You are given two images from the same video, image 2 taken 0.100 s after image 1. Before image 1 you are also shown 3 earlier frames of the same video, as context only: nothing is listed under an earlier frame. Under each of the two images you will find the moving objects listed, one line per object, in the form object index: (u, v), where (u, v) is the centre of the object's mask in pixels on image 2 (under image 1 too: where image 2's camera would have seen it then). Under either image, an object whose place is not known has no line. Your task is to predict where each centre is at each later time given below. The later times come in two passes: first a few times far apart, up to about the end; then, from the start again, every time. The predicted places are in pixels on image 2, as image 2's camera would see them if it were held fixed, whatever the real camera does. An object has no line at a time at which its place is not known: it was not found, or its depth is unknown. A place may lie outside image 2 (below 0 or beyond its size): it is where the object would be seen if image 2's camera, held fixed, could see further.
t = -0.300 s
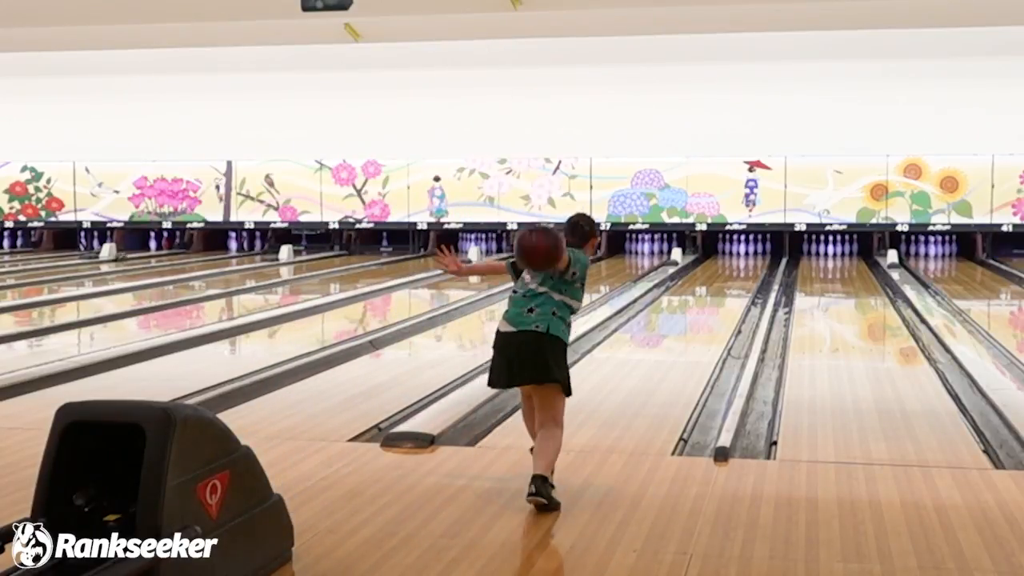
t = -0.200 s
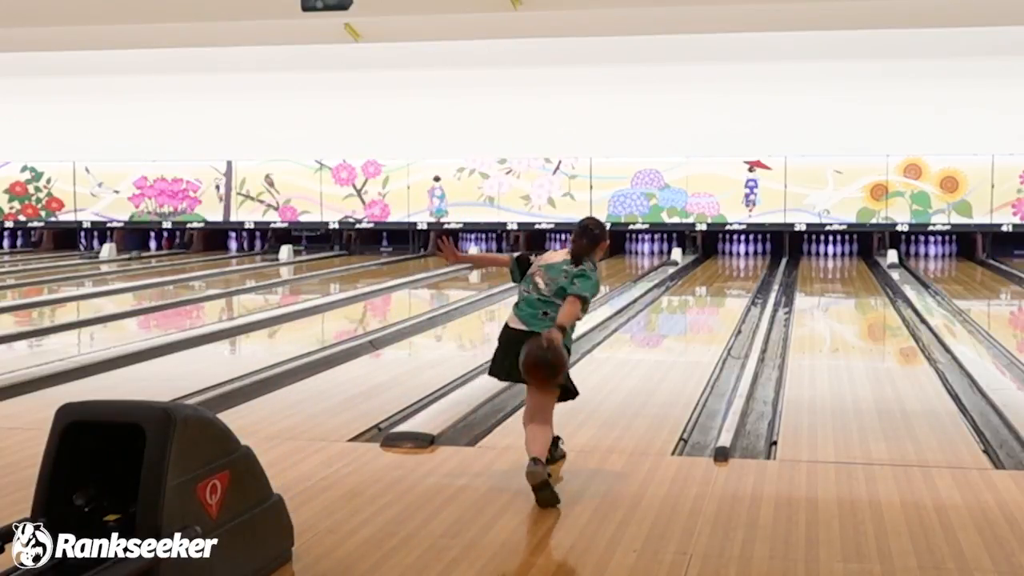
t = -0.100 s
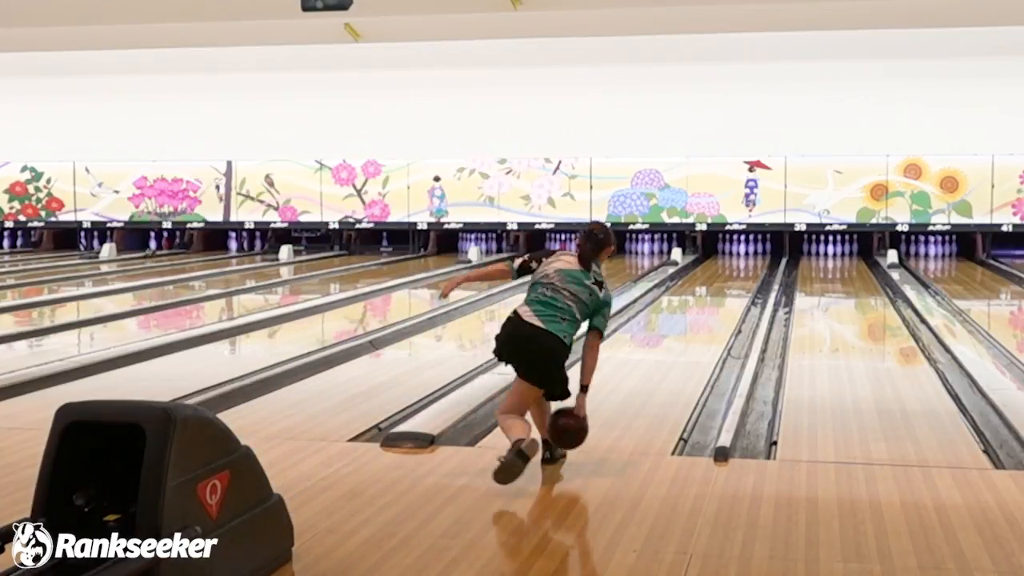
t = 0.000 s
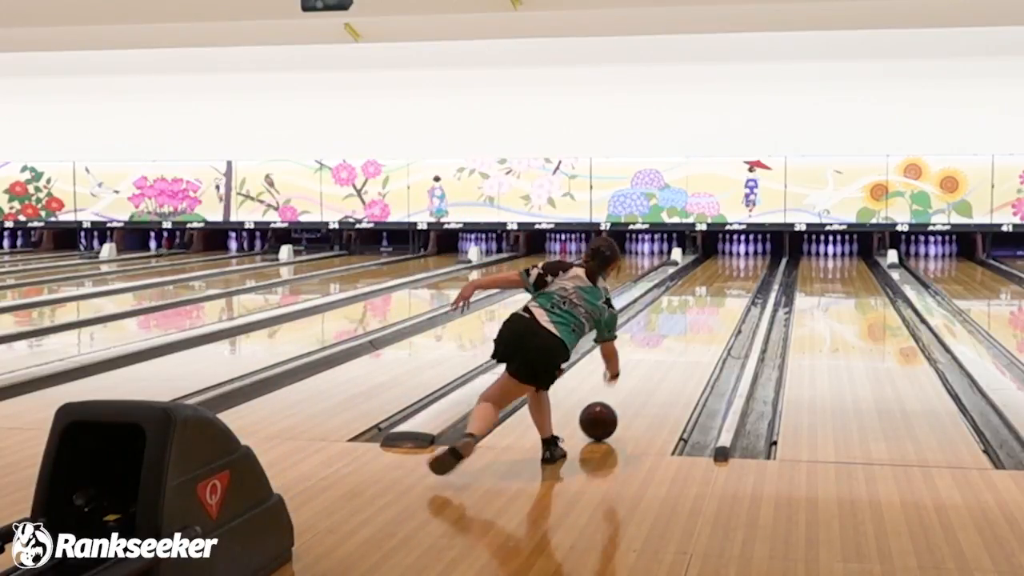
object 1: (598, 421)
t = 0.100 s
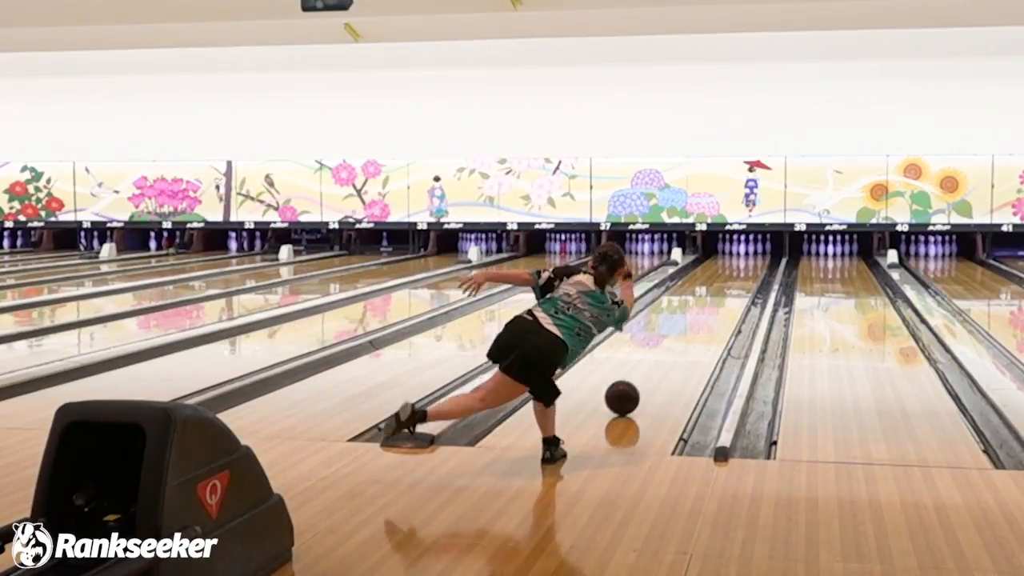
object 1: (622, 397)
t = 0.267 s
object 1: (653, 367)
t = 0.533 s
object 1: (687, 334)
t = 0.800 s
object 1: (710, 311)
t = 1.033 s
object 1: (725, 296)
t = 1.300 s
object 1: (737, 283)
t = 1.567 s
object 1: (745, 272)
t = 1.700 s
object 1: (747, 268)
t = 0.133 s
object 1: (629, 391)
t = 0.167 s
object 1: (635, 384)
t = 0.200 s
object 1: (642, 378)
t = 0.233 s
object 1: (647, 373)
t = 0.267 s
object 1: (653, 367)
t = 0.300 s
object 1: (658, 362)
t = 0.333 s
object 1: (663, 358)
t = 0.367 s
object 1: (667, 353)
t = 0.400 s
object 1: (672, 349)
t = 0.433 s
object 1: (676, 345)
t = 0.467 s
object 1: (680, 341)
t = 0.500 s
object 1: (683, 337)
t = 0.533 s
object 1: (687, 334)
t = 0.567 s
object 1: (690, 331)
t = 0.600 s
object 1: (694, 327)
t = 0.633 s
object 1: (697, 324)
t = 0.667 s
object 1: (700, 322)
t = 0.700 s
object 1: (703, 319)
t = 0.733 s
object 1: (705, 316)
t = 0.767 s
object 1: (708, 313)
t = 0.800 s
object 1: (710, 311)
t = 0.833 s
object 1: (713, 309)
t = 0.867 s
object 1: (715, 306)
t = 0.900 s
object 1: (717, 304)
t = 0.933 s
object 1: (719, 302)
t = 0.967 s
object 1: (721, 300)
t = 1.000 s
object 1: (723, 298)
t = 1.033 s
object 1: (725, 296)
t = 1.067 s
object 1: (727, 294)
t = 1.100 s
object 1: (728, 292)
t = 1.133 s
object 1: (730, 290)
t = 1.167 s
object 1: (732, 289)
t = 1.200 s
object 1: (733, 287)
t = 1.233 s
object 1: (734, 286)
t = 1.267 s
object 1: (736, 284)
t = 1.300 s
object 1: (737, 283)
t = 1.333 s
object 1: (738, 281)
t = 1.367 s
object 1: (739, 280)
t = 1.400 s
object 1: (740, 278)
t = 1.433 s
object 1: (741, 277)
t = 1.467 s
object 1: (742, 276)
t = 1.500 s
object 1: (743, 274)
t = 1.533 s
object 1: (744, 273)
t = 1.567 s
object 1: (745, 272)
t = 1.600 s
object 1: (745, 271)
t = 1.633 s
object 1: (746, 270)
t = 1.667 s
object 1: (747, 269)
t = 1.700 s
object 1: (747, 268)
